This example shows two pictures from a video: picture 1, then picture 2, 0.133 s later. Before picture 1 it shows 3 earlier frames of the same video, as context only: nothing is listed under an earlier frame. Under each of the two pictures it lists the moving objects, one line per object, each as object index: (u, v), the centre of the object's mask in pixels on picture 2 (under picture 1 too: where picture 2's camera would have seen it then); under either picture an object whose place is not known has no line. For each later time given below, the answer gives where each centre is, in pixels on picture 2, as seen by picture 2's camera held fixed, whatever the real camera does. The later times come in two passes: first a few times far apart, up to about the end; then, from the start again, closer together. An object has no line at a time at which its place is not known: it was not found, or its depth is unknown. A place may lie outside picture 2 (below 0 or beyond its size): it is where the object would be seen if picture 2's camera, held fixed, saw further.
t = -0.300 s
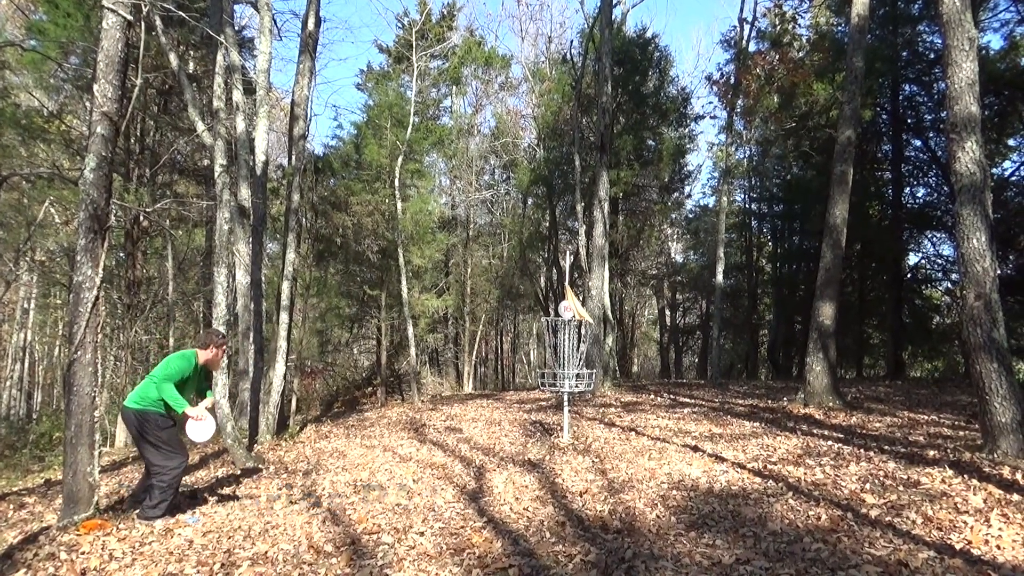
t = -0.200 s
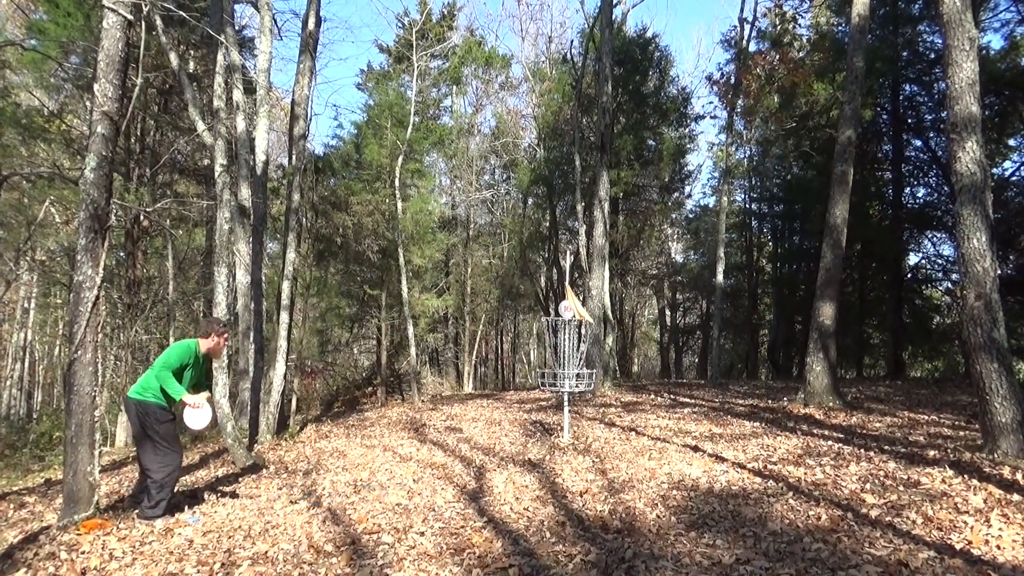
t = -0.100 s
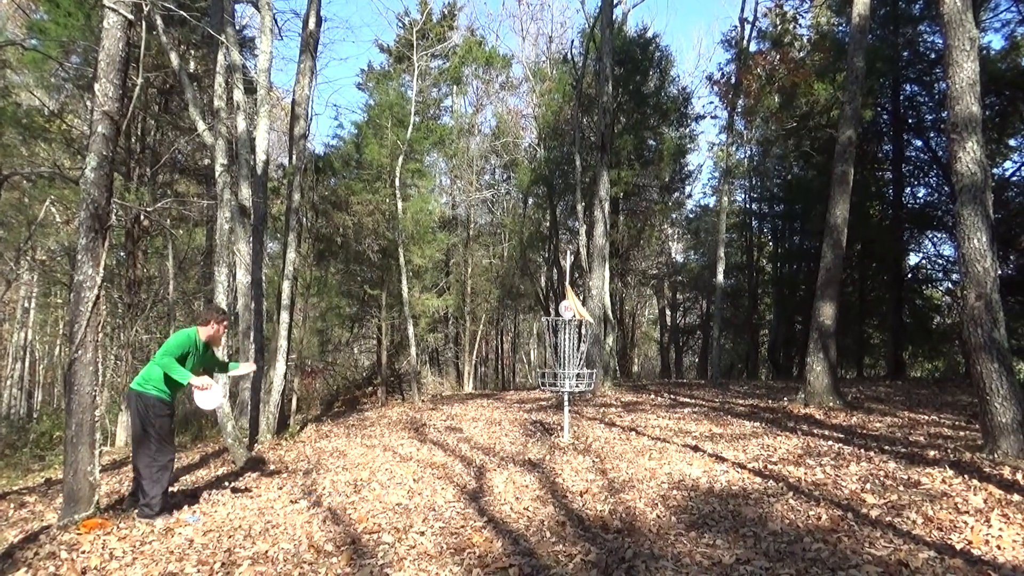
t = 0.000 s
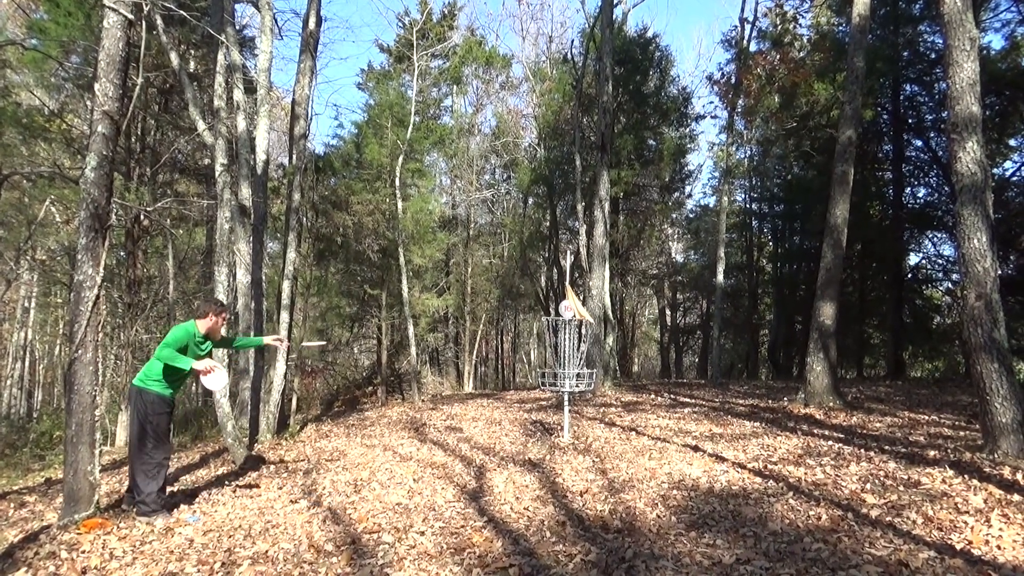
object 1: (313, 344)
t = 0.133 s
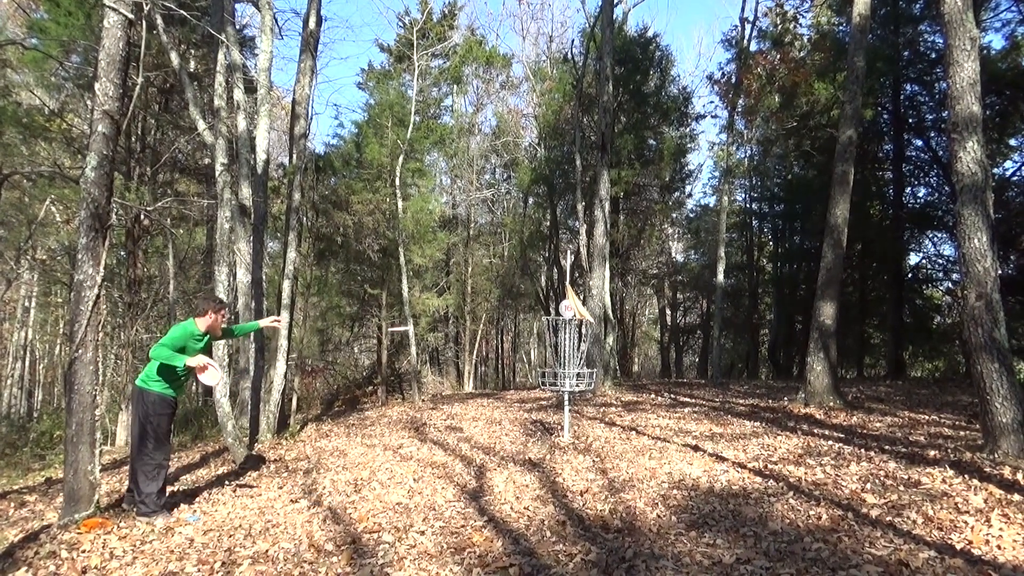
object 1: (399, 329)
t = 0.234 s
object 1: (455, 330)
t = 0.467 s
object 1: (557, 356)
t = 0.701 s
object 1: (561, 372)
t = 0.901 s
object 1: (557, 378)
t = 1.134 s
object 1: (555, 384)
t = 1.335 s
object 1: (554, 385)
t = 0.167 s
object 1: (418, 329)
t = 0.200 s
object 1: (436, 329)
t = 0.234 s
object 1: (455, 330)
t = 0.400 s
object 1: (535, 348)
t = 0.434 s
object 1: (548, 353)
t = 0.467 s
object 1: (557, 356)
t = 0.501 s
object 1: (561, 359)
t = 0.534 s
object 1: (563, 361)
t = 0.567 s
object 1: (564, 363)
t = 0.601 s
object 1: (564, 365)
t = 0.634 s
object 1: (563, 366)
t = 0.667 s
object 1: (562, 369)
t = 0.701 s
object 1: (561, 372)
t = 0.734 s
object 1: (561, 376)
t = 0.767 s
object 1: (560, 379)
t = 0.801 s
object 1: (558, 379)
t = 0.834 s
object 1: (556, 377)
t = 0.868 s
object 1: (556, 378)
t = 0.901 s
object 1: (557, 378)
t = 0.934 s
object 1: (558, 380)
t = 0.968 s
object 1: (558, 383)
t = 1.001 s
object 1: (558, 383)
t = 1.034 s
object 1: (556, 383)
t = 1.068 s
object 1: (555, 384)
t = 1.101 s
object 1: (556, 384)
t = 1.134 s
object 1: (555, 384)
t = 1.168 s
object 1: (555, 384)
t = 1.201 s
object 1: (554, 385)
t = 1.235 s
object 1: (554, 385)
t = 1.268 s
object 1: (554, 385)
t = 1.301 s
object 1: (554, 384)
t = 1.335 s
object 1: (554, 385)
